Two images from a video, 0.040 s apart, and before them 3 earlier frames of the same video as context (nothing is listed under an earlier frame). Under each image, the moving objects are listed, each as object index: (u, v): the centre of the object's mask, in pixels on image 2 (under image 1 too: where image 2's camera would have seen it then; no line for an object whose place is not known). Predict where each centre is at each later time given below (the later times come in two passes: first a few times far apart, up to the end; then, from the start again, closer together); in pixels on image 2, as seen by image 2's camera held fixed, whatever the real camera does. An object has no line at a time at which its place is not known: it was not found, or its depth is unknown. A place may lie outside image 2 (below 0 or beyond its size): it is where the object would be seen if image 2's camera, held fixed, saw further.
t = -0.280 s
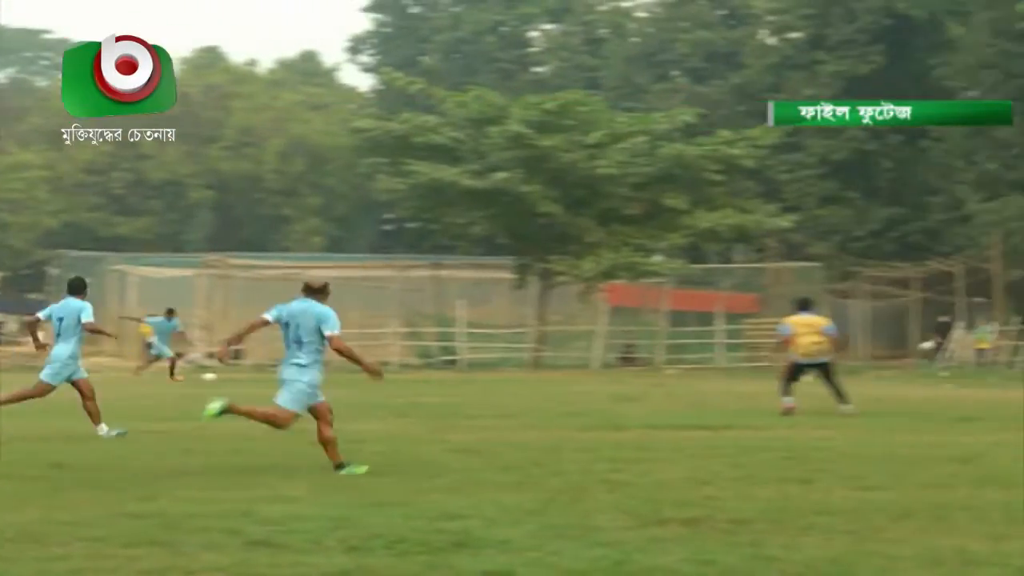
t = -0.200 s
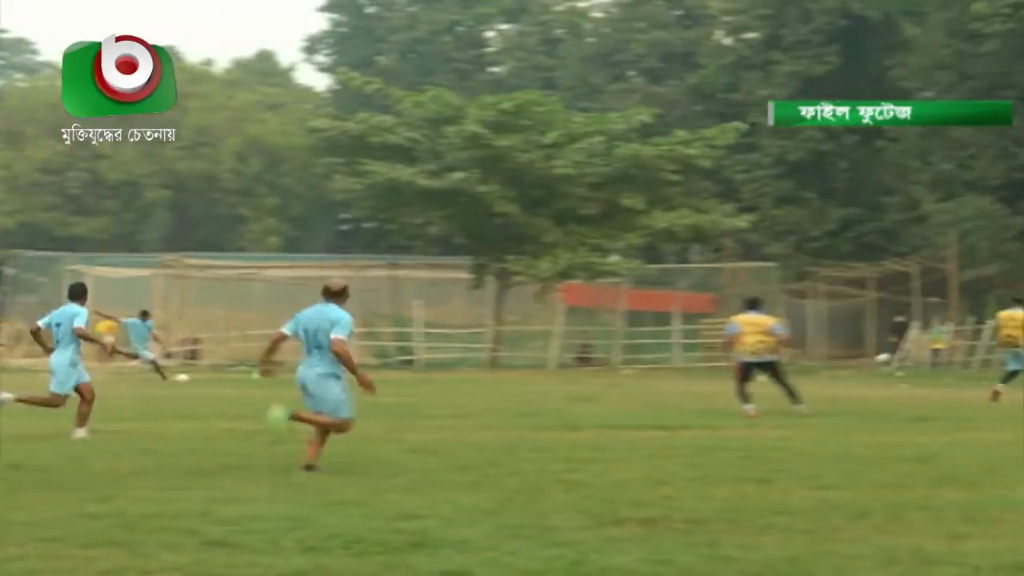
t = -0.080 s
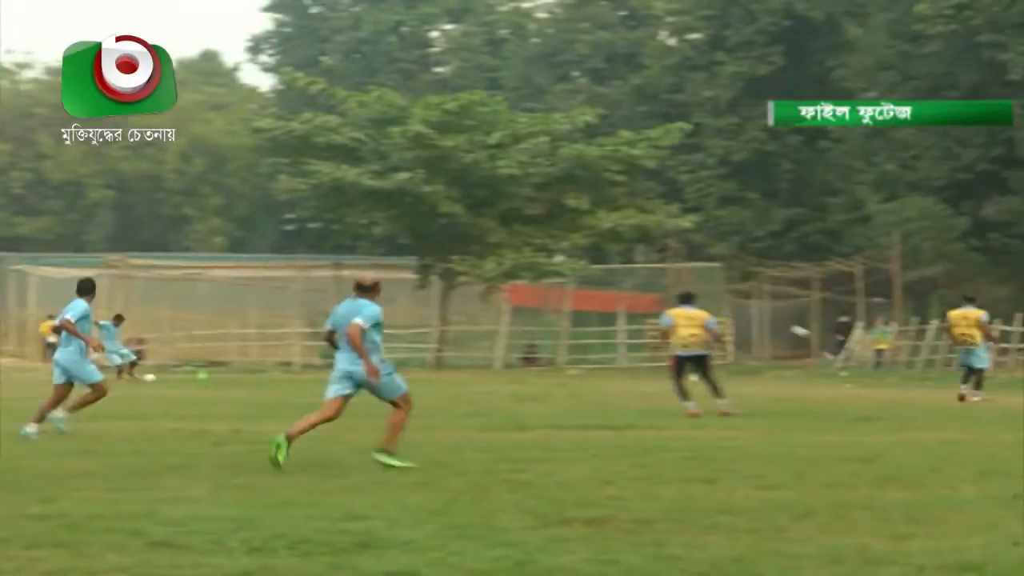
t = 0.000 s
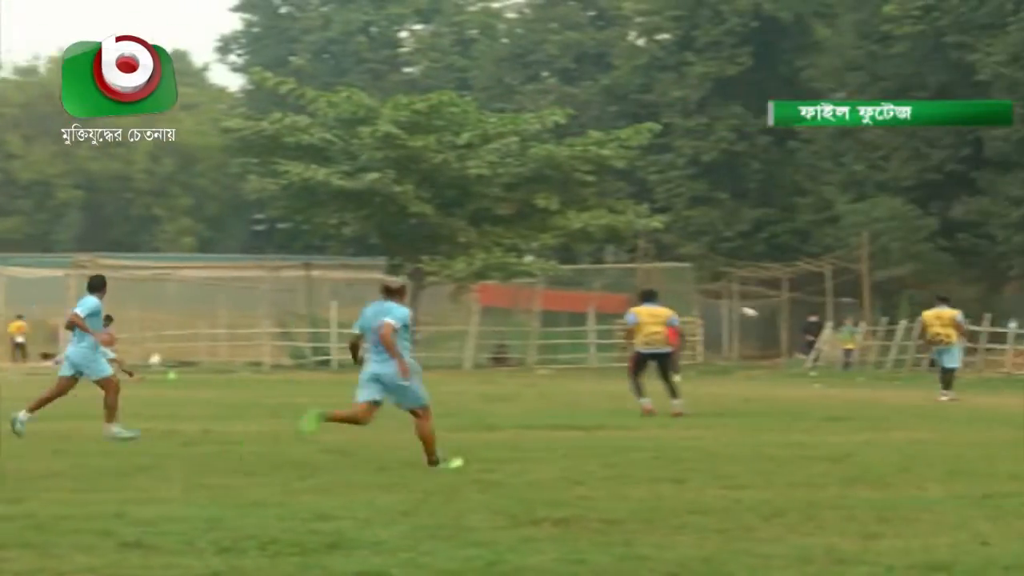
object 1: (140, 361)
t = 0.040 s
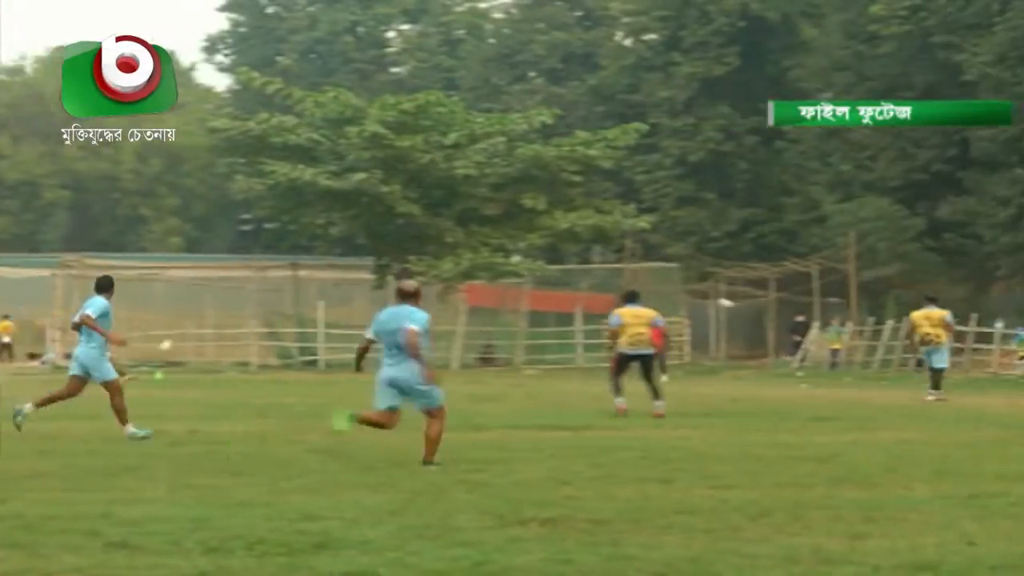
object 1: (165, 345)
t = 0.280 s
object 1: (315, 266)
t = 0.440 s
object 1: (420, 219)
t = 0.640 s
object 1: (558, 167)
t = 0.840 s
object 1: (705, 125)
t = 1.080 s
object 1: (901, 89)
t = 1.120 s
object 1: (936, 86)
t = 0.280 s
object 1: (315, 266)
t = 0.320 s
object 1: (341, 253)
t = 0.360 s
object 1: (367, 242)
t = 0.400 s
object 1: (394, 231)
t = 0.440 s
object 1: (420, 219)
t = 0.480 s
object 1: (447, 208)
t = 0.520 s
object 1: (474, 197)
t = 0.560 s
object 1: (502, 187)
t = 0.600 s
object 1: (530, 177)
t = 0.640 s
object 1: (558, 167)
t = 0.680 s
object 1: (586, 158)
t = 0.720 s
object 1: (616, 148)
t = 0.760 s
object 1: (645, 140)
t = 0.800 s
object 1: (674, 132)
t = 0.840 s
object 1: (705, 125)
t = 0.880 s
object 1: (736, 117)
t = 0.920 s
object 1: (768, 111)
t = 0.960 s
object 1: (800, 105)
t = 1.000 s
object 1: (832, 99)
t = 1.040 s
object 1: (866, 94)
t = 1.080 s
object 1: (901, 89)
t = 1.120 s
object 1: (936, 86)
